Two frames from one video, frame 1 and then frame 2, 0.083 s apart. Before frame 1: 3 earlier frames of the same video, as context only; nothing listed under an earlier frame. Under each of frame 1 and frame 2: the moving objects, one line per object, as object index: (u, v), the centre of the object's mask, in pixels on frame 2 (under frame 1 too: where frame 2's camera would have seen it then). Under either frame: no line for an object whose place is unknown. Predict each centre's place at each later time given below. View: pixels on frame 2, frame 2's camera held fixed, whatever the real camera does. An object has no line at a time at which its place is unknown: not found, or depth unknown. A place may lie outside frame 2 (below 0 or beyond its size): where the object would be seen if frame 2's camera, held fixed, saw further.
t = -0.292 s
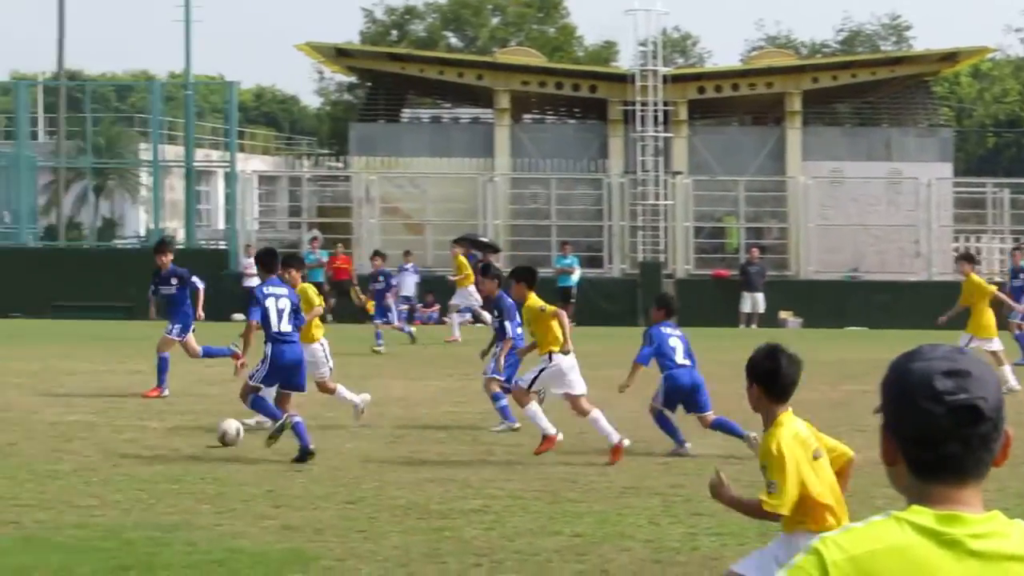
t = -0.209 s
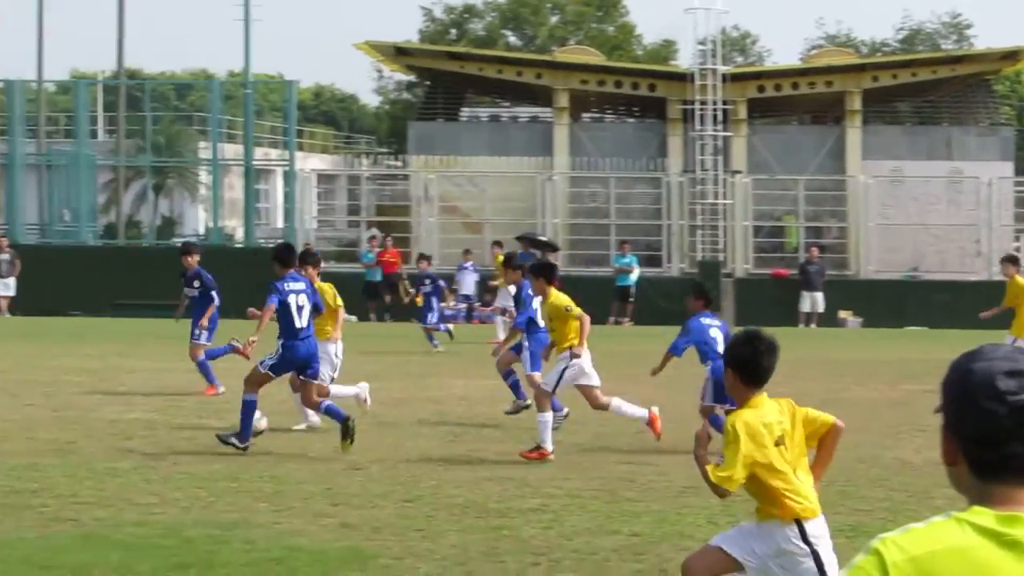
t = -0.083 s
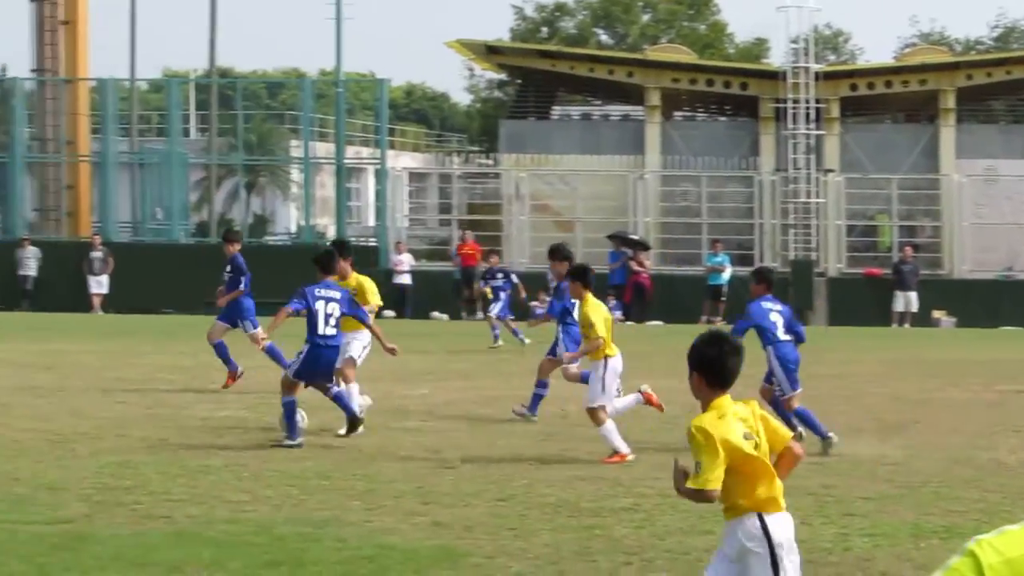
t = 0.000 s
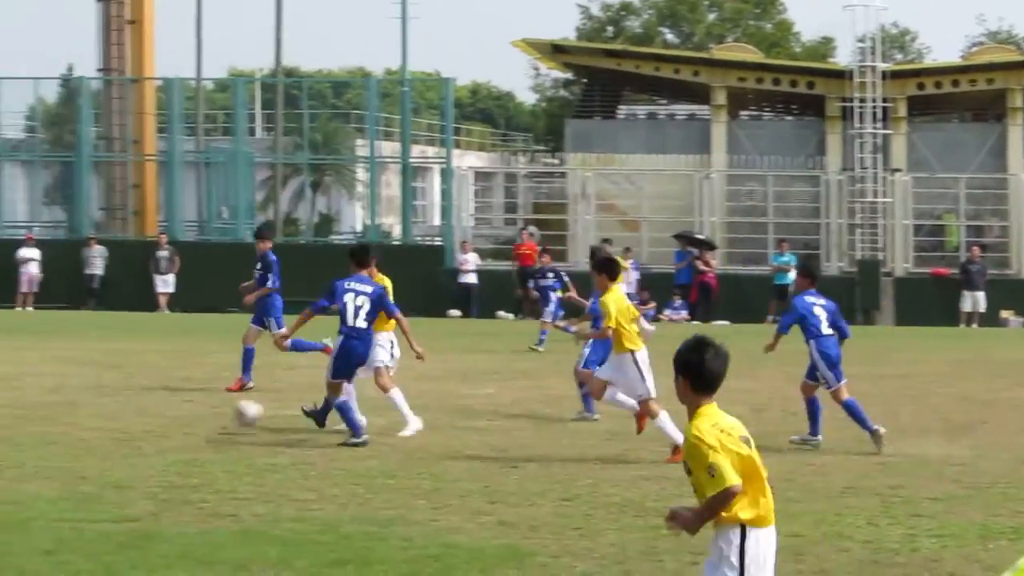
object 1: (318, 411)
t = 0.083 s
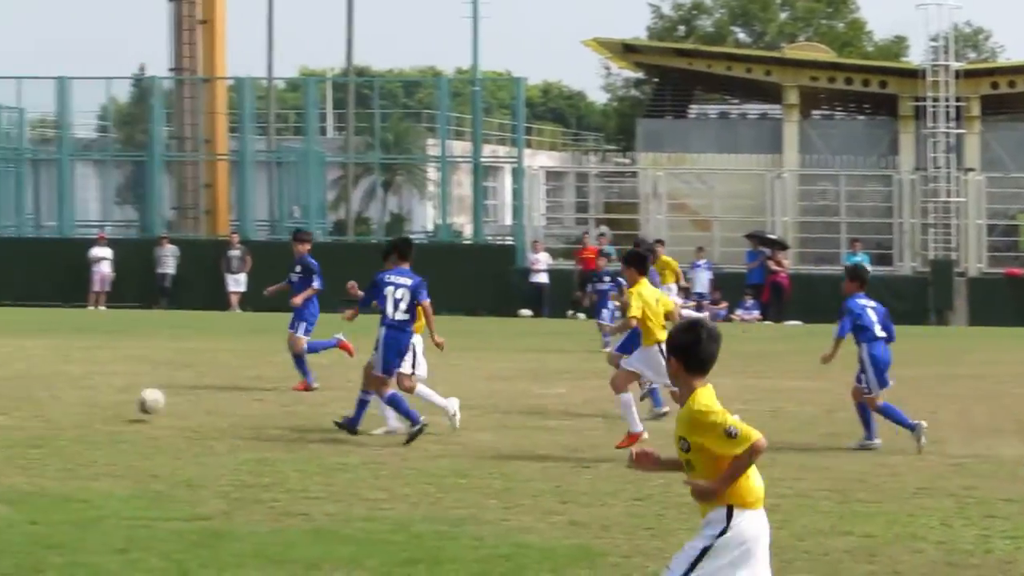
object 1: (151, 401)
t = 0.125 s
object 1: (70, 401)
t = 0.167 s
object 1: (-5, 399)
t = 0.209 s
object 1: (-72, 387)
